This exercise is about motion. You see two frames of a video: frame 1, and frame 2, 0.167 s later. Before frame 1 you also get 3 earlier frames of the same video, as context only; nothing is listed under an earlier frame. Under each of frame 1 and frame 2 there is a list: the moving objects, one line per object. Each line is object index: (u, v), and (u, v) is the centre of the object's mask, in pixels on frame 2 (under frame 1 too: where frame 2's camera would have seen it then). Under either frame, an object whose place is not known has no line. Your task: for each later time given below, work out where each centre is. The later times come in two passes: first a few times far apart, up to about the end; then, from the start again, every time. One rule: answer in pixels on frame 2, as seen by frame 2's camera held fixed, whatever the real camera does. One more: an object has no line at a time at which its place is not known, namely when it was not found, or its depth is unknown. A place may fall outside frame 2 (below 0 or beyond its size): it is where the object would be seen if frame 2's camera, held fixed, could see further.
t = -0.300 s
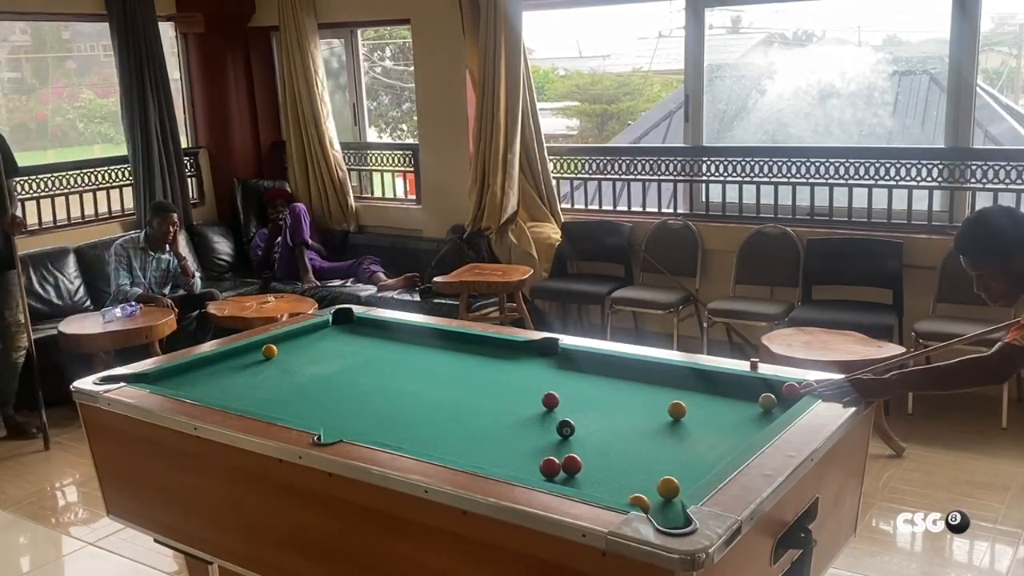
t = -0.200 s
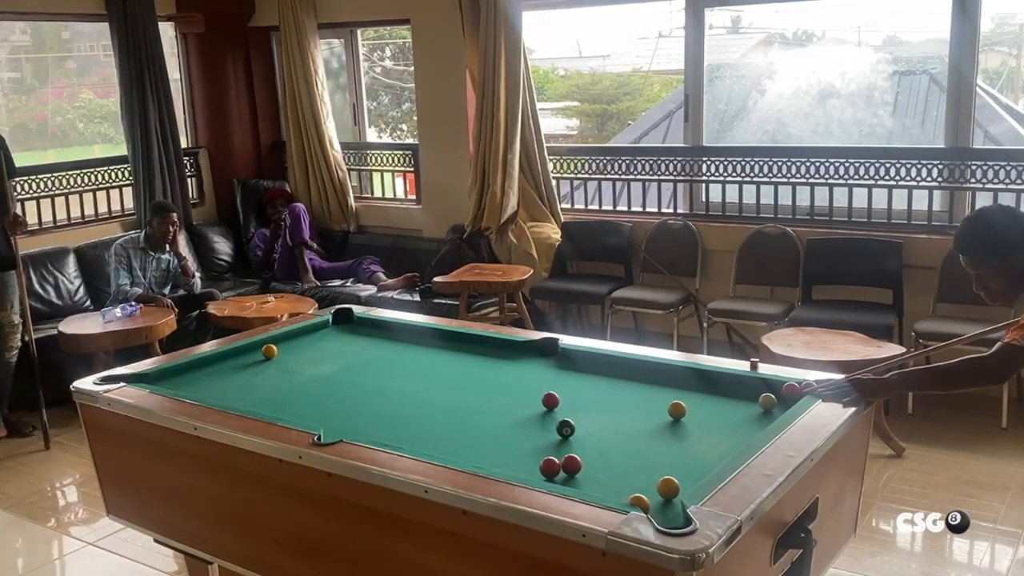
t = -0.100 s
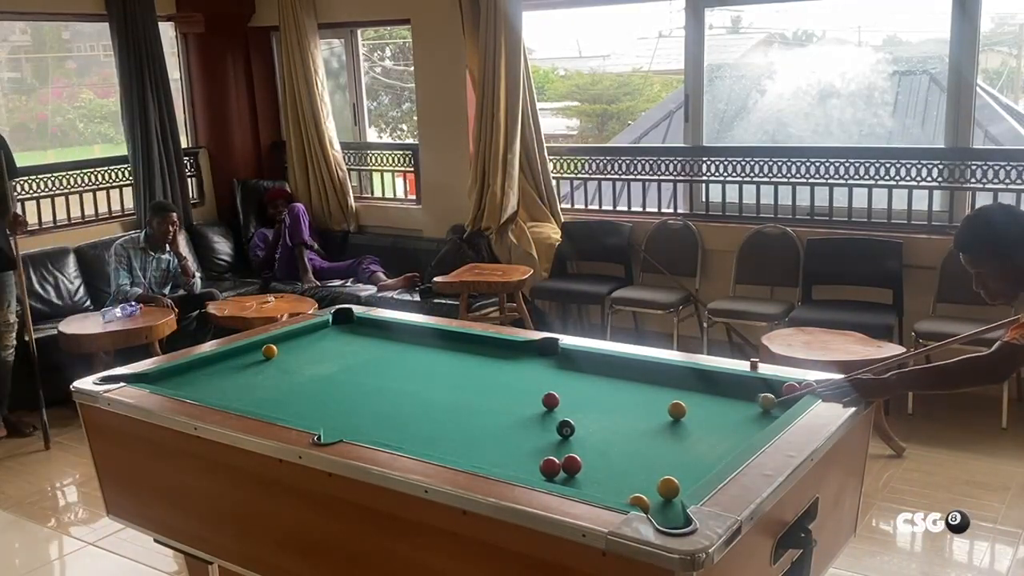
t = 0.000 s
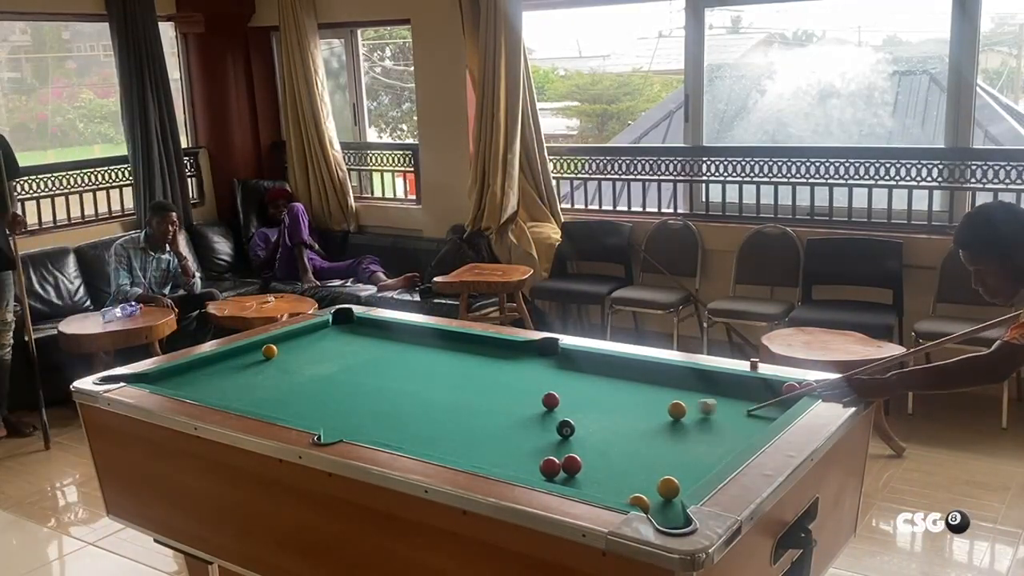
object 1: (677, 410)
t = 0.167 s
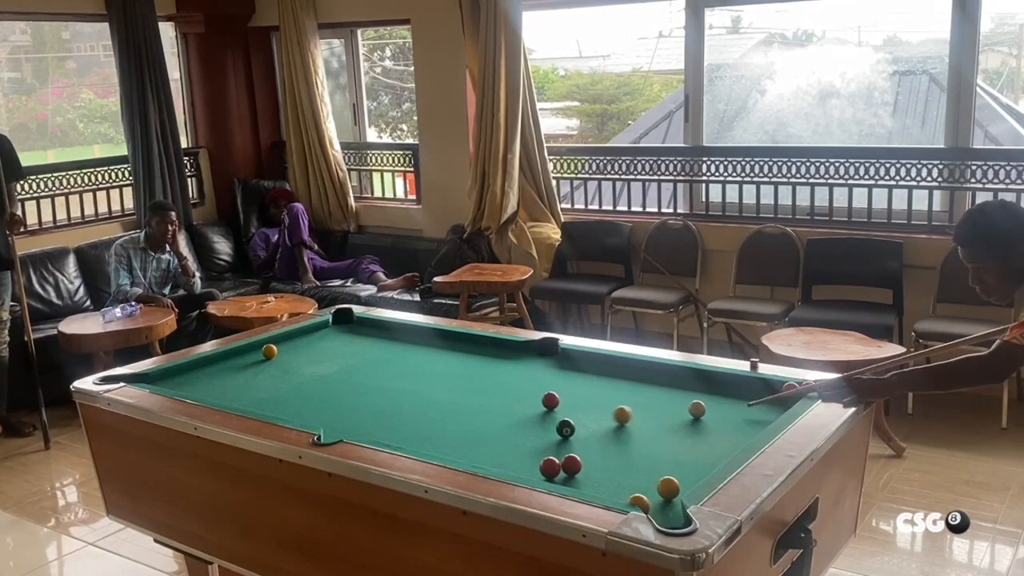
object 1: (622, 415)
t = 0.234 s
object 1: (600, 417)
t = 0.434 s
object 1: (535, 423)
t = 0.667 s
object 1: (458, 431)
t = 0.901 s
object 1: (382, 435)
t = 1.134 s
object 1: (334, 434)
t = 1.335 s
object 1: (348, 427)
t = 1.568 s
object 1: (366, 416)
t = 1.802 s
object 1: (381, 408)
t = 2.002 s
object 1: (392, 402)
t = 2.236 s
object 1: (404, 395)
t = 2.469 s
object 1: (414, 390)
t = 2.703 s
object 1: (422, 385)
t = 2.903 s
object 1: (428, 382)
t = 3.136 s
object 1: (433, 378)
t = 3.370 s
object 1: (437, 376)
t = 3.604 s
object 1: (441, 374)
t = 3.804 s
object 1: (443, 373)
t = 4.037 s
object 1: (444, 372)
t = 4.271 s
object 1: (444, 372)
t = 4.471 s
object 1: (444, 372)
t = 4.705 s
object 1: (444, 372)
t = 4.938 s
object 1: (444, 372)
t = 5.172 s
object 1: (444, 372)
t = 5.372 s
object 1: (444, 372)
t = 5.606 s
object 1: (444, 372)
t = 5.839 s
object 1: (444, 372)
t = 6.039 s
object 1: (444, 372)
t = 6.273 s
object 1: (444, 372)
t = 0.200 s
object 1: (611, 416)
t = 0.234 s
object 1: (600, 417)
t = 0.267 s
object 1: (589, 418)
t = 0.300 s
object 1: (579, 418)
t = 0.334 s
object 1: (568, 416)
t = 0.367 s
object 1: (555, 419)
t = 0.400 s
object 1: (546, 421)
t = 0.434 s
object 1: (535, 423)
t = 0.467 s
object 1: (524, 424)
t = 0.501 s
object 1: (513, 425)
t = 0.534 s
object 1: (502, 426)
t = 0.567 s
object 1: (491, 427)
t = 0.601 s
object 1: (480, 428)
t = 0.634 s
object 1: (469, 430)
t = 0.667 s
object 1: (458, 431)
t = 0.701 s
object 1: (447, 432)
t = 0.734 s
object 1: (436, 433)
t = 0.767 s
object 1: (425, 434)
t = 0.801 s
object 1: (414, 435)
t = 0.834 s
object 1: (403, 436)
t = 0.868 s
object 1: (393, 436)
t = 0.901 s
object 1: (382, 435)
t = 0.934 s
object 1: (372, 435)
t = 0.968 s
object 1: (365, 434)
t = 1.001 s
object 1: (358, 434)
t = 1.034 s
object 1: (353, 434)
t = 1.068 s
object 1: (346, 434)
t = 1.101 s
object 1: (340, 434)
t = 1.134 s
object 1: (334, 434)
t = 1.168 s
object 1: (334, 433)
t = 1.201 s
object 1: (337, 432)
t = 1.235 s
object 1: (340, 431)
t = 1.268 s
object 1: (343, 429)
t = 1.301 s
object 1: (346, 428)
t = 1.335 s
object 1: (348, 427)
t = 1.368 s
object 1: (351, 425)
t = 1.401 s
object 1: (354, 423)
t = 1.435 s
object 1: (356, 422)
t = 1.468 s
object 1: (359, 421)
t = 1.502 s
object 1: (361, 419)
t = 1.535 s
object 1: (364, 418)
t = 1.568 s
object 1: (366, 416)
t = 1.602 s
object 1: (368, 415)
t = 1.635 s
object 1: (370, 414)
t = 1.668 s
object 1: (372, 412)
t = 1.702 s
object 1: (375, 411)
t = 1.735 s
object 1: (377, 410)
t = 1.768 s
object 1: (379, 409)
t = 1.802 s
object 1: (381, 408)
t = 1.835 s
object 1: (383, 407)
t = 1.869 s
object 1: (385, 406)
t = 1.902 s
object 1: (387, 405)
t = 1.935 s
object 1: (388, 404)
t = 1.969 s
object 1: (391, 403)
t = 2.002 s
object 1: (392, 402)
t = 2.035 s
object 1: (394, 401)
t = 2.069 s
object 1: (396, 400)
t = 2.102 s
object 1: (397, 399)
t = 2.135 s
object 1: (399, 398)
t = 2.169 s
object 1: (401, 397)
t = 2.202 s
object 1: (402, 396)
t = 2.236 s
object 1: (404, 395)
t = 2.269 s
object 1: (405, 394)
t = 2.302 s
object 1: (407, 394)
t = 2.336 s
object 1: (408, 393)
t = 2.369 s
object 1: (410, 392)
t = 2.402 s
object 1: (411, 391)
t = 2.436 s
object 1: (412, 391)
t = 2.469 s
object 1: (414, 390)
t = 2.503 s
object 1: (415, 389)
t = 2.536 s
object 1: (416, 388)
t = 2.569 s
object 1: (418, 388)
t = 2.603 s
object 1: (419, 387)
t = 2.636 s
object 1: (420, 386)
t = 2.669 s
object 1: (421, 386)
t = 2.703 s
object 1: (422, 385)
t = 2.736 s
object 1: (423, 385)
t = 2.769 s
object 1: (424, 384)
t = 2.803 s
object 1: (425, 383)
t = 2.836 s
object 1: (426, 383)
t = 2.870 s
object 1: (427, 382)
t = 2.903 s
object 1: (428, 382)
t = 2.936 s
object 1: (429, 381)
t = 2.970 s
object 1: (430, 381)
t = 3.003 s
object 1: (430, 380)
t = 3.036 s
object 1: (431, 380)
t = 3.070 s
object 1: (432, 379)
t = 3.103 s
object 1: (432, 379)
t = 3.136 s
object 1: (433, 378)
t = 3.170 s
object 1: (434, 378)
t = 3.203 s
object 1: (435, 377)
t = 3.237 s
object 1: (435, 377)
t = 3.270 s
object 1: (436, 377)
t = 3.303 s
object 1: (436, 377)
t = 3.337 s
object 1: (437, 376)
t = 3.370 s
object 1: (437, 376)
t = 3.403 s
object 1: (438, 376)
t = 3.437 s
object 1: (439, 375)
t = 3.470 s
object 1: (439, 375)
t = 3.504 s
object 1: (439, 375)
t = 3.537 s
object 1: (440, 374)
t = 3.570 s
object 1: (440, 374)
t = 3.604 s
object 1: (441, 374)
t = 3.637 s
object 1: (441, 374)
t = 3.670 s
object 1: (441, 374)
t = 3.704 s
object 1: (442, 373)
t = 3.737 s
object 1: (442, 373)
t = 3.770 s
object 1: (442, 373)
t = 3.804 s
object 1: (443, 373)
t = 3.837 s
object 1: (443, 373)
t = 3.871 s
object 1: (443, 372)
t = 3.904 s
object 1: (443, 372)
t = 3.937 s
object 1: (443, 372)
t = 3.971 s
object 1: (444, 372)
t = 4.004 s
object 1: (444, 372)
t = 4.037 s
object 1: (444, 372)
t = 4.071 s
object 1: (444, 372)
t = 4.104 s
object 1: (444, 372)
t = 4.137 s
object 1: (444, 372)
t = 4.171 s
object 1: (444, 372)
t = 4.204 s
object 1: (444, 372)
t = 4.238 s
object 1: (444, 372)
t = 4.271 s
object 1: (444, 372)
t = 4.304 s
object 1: (444, 372)
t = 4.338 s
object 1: (444, 372)
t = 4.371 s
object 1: (444, 372)
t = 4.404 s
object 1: (444, 372)
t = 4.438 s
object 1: (444, 372)
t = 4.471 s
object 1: (444, 372)
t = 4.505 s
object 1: (444, 372)
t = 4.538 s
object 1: (444, 372)
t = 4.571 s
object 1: (444, 372)
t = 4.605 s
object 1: (444, 372)
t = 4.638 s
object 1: (444, 372)
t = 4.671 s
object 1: (444, 372)
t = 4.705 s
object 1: (444, 372)
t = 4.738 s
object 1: (444, 372)
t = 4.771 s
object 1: (444, 372)
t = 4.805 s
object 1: (444, 372)
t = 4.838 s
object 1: (444, 372)
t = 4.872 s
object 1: (444, 372)
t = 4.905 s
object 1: (444, 372)
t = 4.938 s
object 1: (444, 372)
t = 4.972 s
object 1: (444, 372)
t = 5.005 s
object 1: (444, 372)
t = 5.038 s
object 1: (444, 372)
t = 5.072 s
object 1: (444, 372)
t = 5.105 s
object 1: (444, 372)
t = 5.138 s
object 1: (444, 372)
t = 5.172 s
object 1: (444, 372)
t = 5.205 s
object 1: (444, 372)
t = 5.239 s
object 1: (444, 372)
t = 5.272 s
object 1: (444, 372)
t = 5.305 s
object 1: (444, 372)
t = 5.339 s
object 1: (444, 372)
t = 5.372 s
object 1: (444, 372)
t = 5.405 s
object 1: (444, 372)
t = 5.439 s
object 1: (444, 372)
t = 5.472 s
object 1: (444, 372)
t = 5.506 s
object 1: (444, 372)
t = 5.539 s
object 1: (444, 372)
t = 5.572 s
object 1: (444, 372)
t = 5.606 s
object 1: (444, 372)
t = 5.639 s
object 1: (444, 372)
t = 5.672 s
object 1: (444, 372)
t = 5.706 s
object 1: (444, 372)
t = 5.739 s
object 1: (444, 372)
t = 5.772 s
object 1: (444, 372)
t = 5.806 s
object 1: (444, 372)
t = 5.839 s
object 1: (444, 372)
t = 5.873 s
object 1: (444, 372)
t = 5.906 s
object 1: (444, 372)
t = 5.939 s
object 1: (444, 372)
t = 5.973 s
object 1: (444, 372)
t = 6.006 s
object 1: (444, 372)
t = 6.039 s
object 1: (444, 372)
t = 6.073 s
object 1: (444, 372)
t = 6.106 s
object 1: (444, 372)
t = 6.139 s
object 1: (444, 372)
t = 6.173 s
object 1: (444, 372)
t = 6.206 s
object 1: (444, 372)
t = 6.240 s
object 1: (444, 372)
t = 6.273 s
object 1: (444, 372)
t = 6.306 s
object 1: (444, 372)
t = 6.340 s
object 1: (444, 372)
